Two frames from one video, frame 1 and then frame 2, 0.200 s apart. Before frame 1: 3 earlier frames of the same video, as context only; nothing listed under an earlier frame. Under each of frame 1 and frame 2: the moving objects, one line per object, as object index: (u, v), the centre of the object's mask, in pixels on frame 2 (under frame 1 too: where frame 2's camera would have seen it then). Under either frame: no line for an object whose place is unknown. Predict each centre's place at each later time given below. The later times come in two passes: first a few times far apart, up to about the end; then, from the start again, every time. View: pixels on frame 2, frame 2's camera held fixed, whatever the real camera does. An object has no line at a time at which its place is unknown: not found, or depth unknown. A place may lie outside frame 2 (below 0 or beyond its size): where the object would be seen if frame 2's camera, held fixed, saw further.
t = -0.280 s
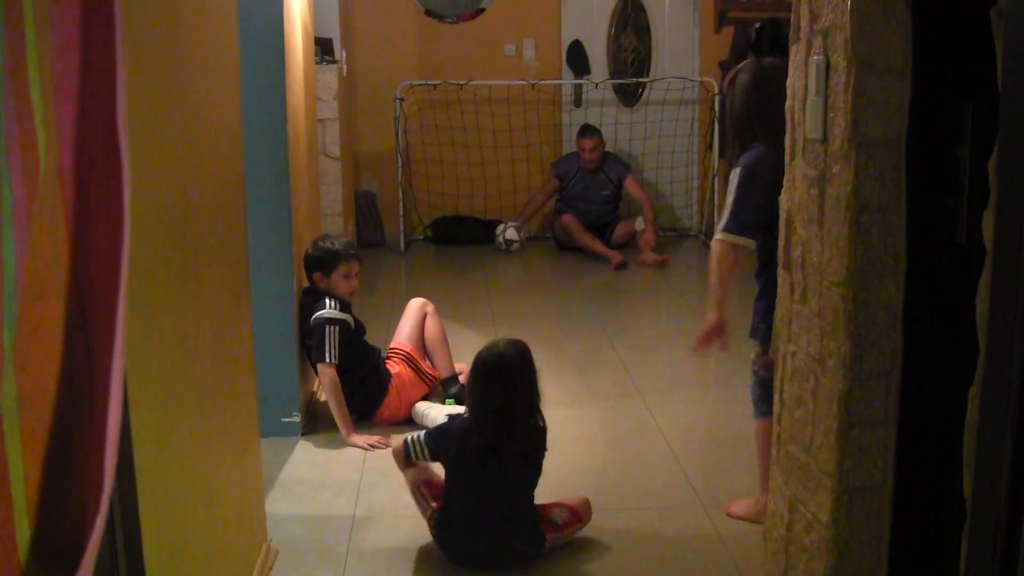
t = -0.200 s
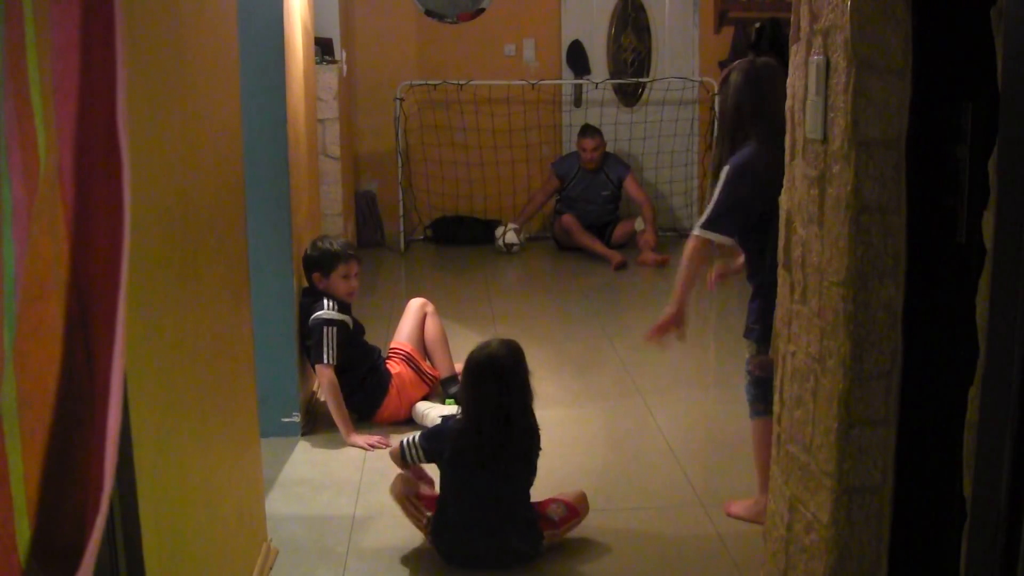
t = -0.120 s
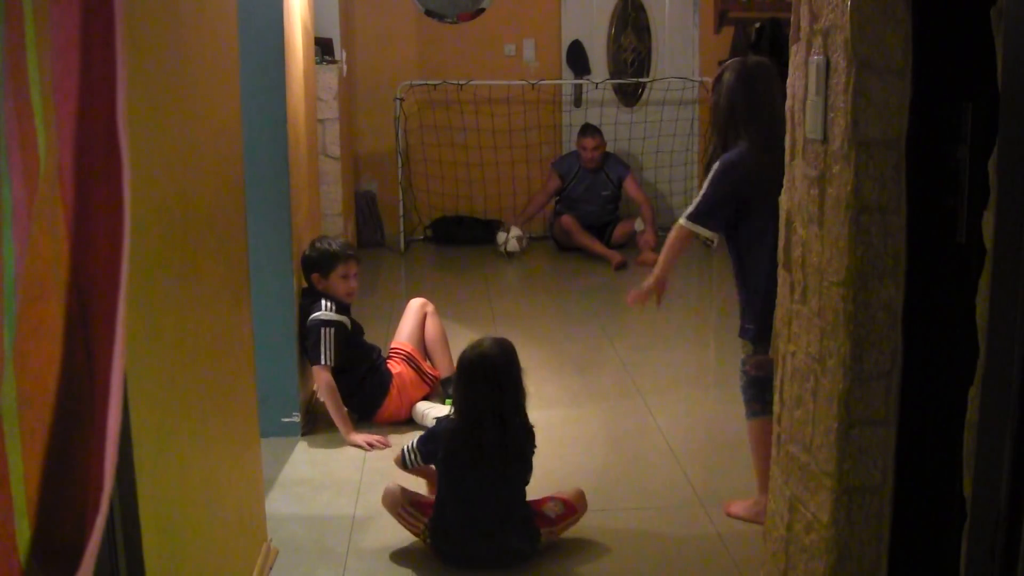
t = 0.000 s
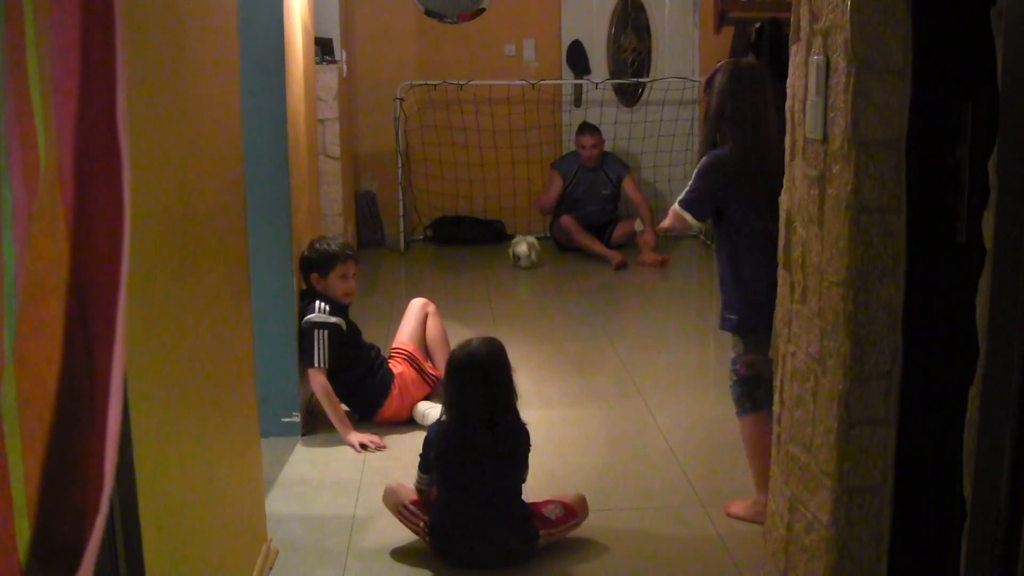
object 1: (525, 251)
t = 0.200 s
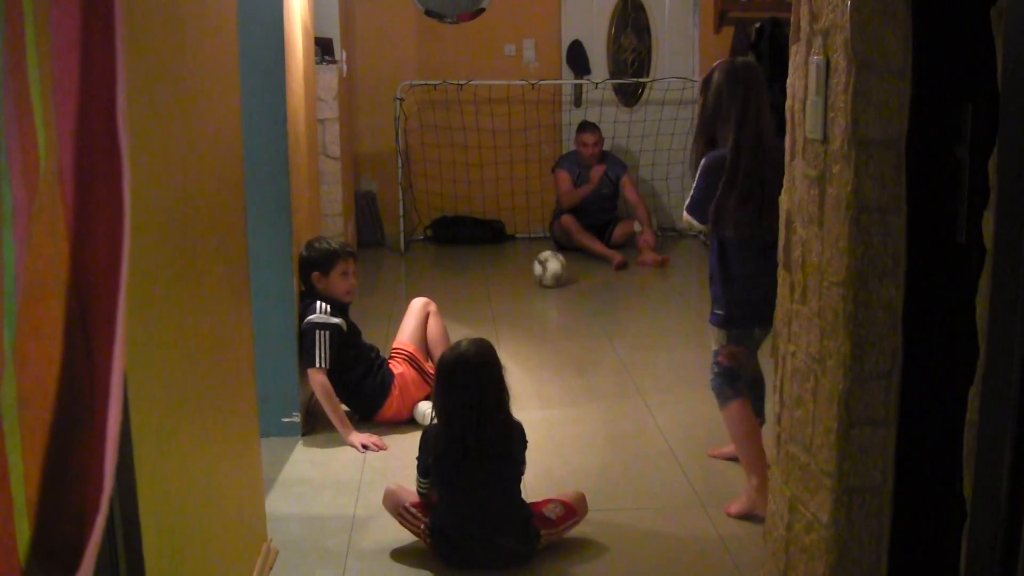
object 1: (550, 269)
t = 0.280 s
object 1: (561, 276)
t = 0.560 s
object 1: (606, 304)
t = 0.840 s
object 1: (667, 339)
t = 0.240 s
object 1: (555, 272)
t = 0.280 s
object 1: (561, 276)
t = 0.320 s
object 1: (567, 279)
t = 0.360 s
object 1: (573, 283)
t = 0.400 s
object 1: (579, 288)
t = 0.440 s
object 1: (584, 291)
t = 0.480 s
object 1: (591, 296)
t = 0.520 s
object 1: (599, 300)
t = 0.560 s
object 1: (606, 304)
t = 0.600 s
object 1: (613, 310)
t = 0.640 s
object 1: (622, 313)
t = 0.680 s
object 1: (630, 319)
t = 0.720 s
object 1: (639, 323)
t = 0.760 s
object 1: (648, 329)
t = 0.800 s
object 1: (657, 333)
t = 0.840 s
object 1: (667, 339)
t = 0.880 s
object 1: (677, 344)
